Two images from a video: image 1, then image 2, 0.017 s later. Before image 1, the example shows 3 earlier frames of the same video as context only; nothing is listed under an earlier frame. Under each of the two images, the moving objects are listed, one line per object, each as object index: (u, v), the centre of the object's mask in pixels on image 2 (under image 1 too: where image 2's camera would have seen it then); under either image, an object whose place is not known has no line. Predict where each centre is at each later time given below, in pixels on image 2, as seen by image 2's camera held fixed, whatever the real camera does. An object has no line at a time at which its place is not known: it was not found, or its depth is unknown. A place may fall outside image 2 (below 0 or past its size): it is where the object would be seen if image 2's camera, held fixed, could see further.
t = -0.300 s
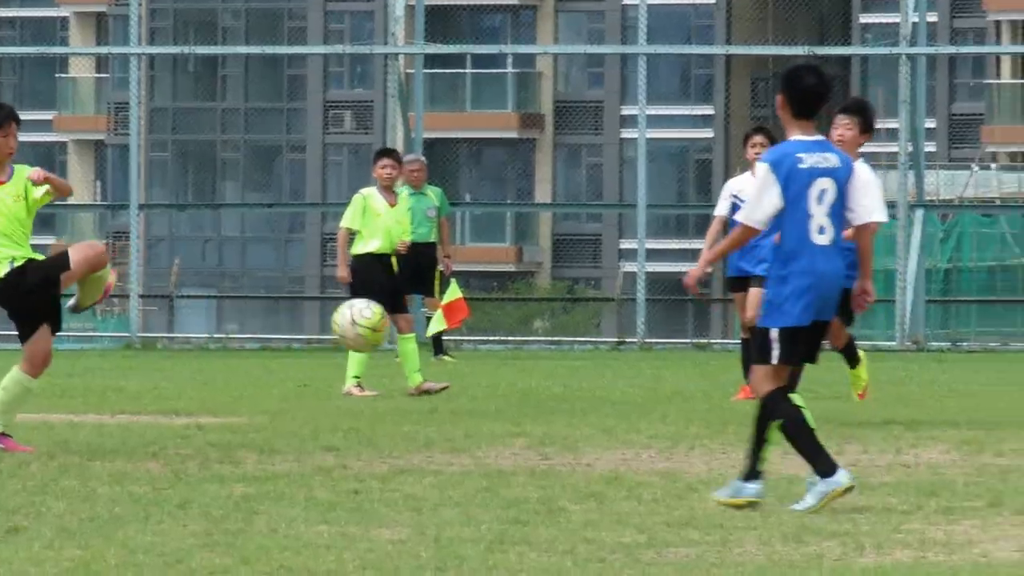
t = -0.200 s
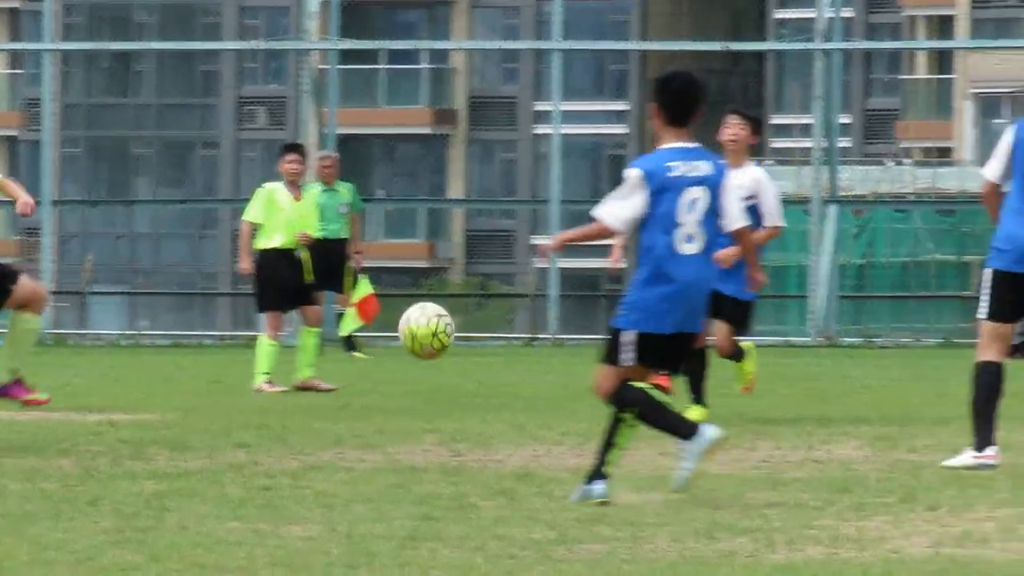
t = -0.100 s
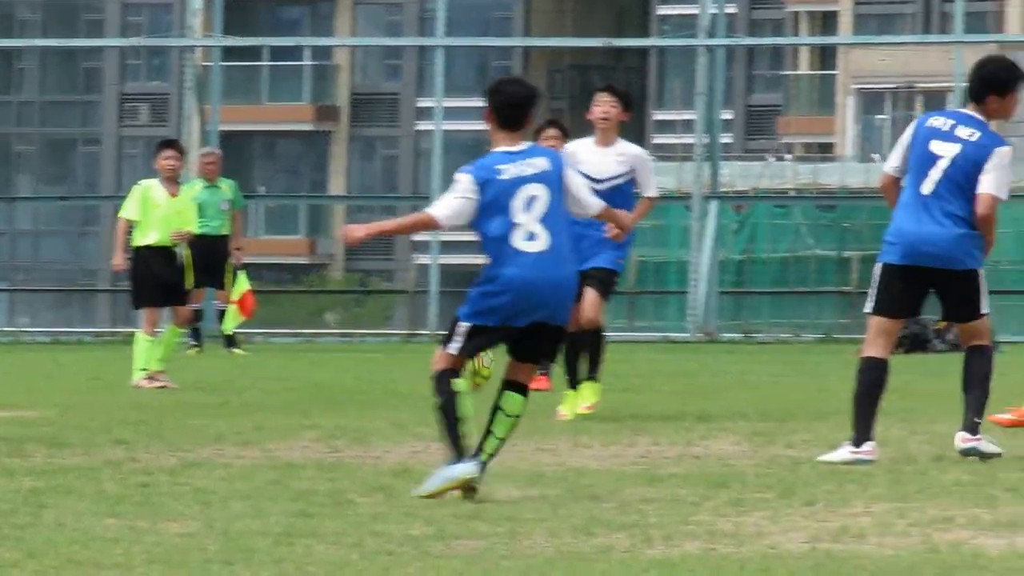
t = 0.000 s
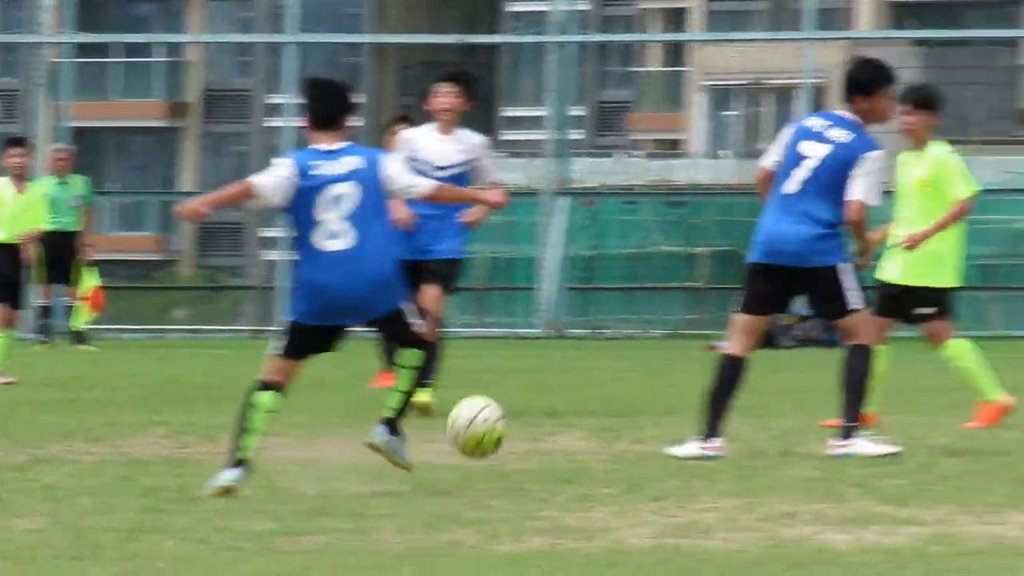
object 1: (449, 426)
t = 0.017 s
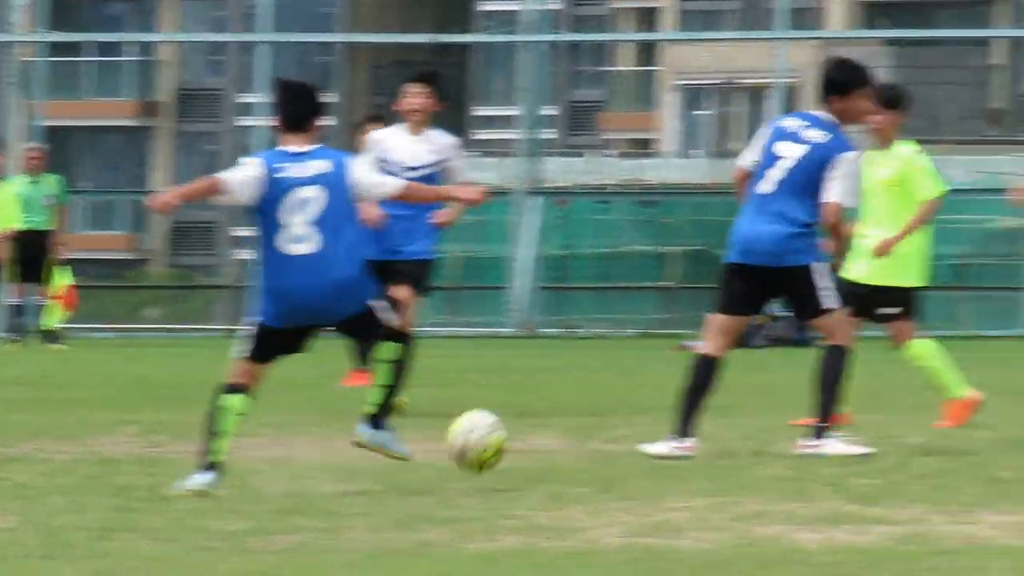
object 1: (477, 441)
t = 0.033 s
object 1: (505, 455)
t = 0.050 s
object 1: (529, 463)
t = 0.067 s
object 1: (547, 453)
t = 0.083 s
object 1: (562, 442)
